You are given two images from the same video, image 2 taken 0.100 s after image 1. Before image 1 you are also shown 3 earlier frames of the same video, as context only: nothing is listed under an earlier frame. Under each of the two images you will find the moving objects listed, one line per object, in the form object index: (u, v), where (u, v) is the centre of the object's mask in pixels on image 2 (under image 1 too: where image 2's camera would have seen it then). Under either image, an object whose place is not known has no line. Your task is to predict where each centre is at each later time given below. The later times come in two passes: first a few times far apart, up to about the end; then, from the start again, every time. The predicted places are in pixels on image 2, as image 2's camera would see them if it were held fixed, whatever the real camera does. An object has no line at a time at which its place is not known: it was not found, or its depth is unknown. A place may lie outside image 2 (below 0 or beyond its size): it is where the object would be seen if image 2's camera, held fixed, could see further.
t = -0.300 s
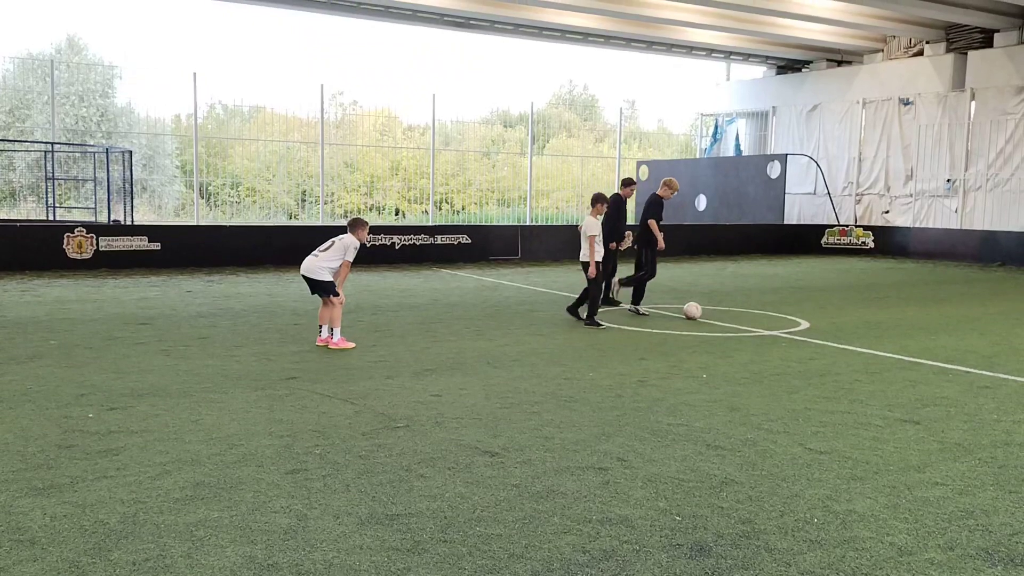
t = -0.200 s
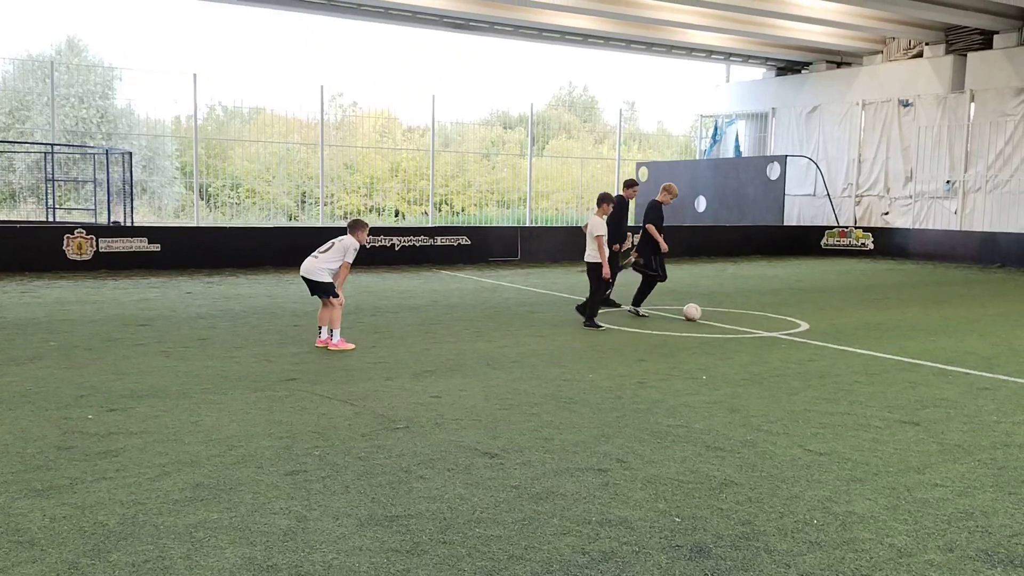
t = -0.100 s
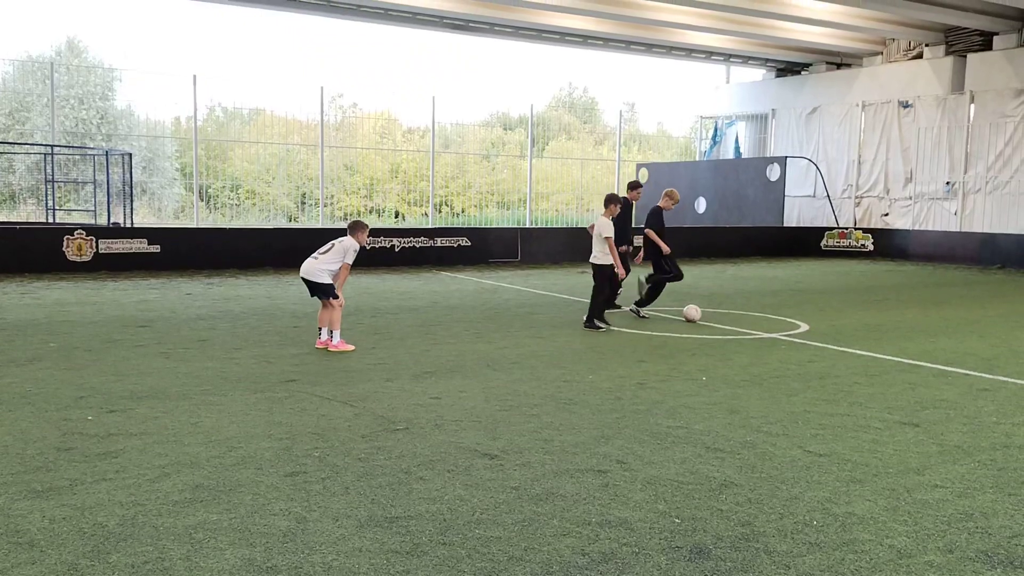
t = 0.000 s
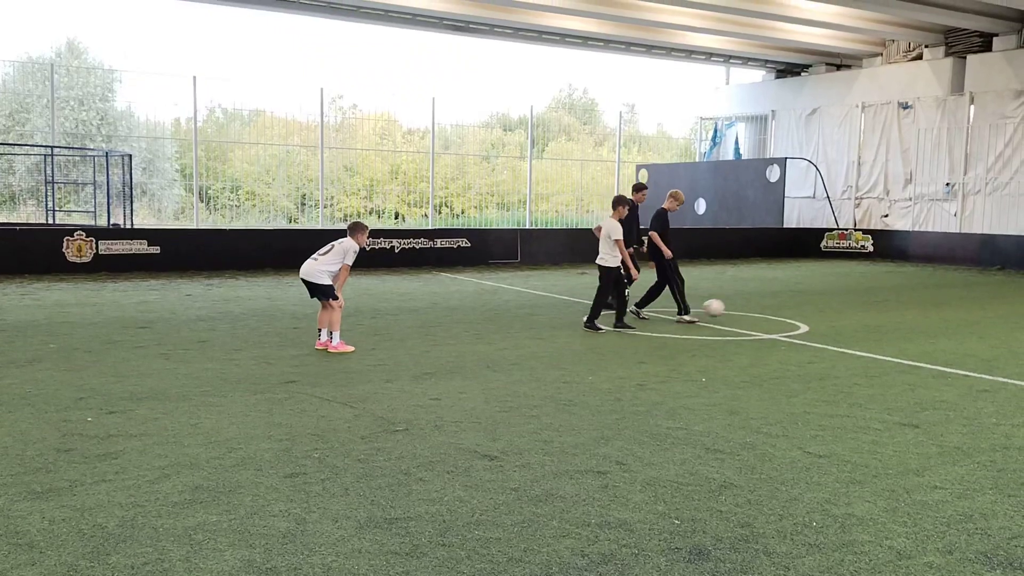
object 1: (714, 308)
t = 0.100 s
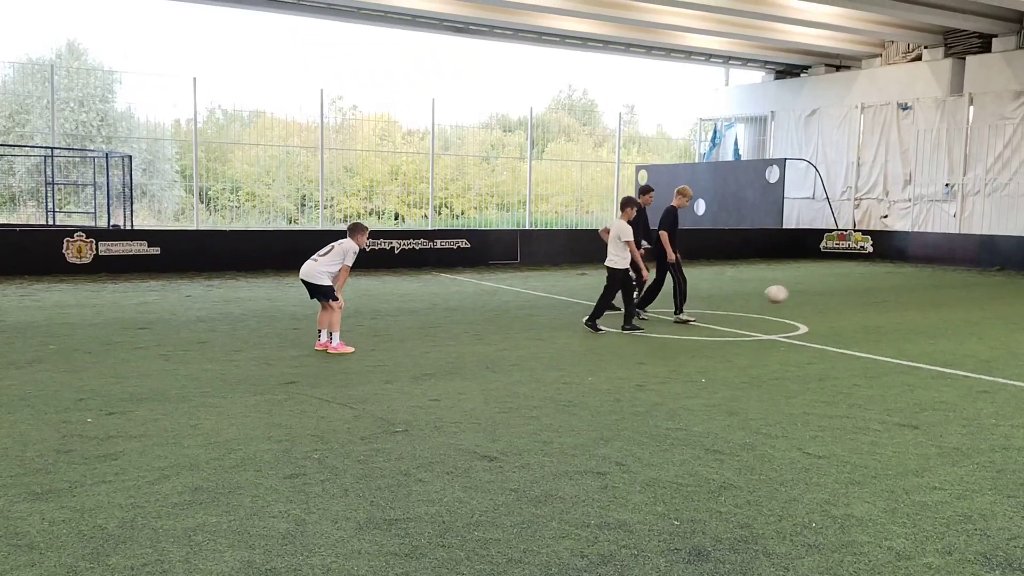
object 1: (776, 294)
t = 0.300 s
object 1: (906, 288)
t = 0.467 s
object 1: (1019, 311)
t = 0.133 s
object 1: (798, 291)
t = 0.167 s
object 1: (819, 288)
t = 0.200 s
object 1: (841, 287)
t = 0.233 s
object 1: (863, 287)
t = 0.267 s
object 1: (885, 287)
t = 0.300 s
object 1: (906, 288)
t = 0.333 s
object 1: (929, 291)
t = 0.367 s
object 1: (952, 294)
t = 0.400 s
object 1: (974, 298)
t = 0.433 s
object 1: (996, 304)
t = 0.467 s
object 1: (1019, 311)
